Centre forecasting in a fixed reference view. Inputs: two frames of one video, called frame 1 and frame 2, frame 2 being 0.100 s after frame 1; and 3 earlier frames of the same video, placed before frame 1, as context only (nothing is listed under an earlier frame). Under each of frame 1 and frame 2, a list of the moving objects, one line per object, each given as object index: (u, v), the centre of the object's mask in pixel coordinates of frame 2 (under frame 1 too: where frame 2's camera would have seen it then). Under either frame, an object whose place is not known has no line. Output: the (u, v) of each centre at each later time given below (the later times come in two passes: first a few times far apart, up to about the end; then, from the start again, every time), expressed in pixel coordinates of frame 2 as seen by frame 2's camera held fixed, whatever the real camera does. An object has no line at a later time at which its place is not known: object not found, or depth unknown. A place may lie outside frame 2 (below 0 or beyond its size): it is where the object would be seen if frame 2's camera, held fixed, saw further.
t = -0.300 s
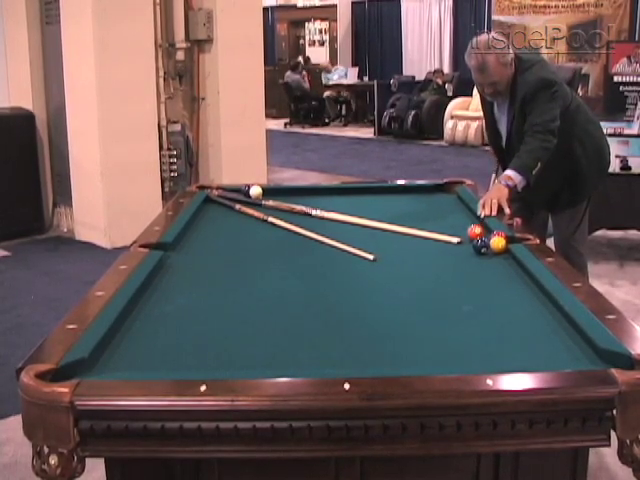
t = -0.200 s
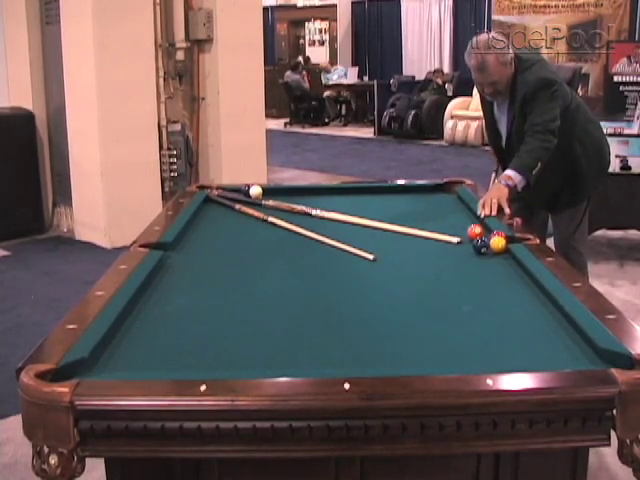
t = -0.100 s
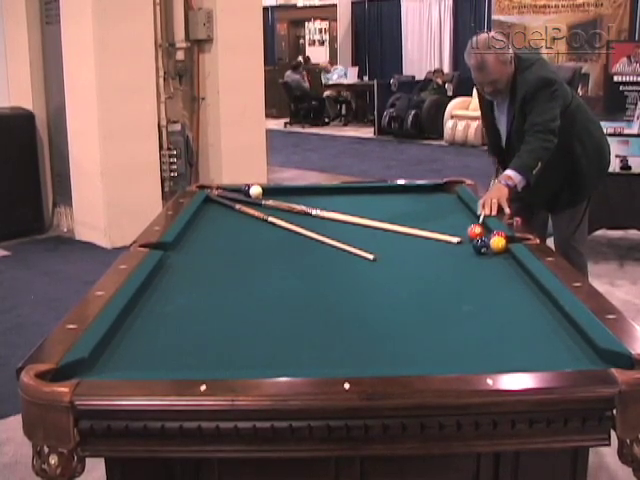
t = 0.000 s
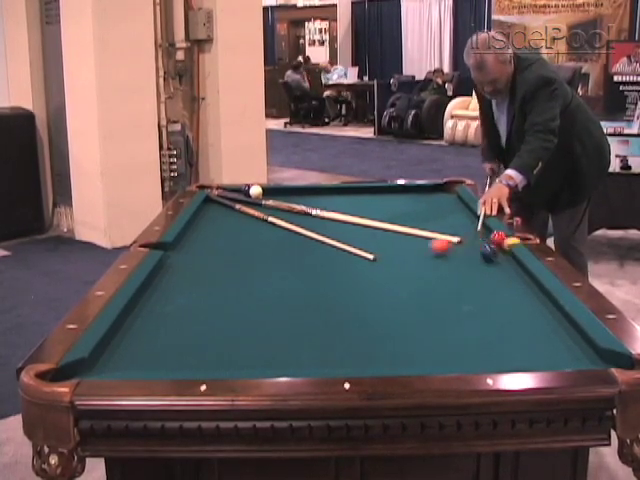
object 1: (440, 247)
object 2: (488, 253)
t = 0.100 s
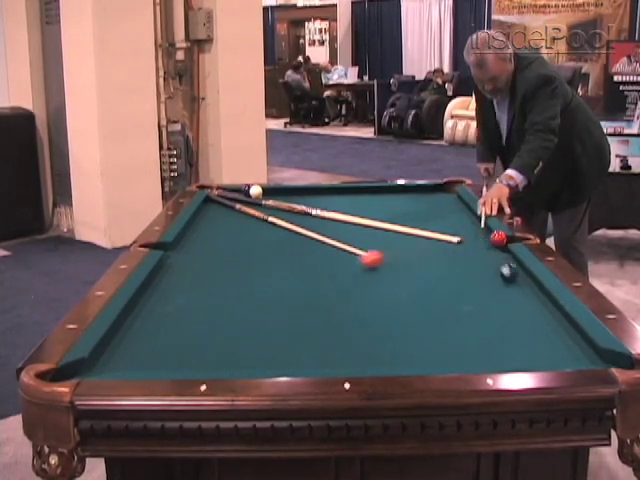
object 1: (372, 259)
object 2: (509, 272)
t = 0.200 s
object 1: (297, 274)
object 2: (530, 294)
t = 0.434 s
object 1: (139, 315)
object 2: (588, 351)
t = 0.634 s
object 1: (237, 360)
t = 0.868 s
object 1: (373, 329)
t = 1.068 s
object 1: (458, 305)
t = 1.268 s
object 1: (526, 285)
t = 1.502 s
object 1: (470, 267)
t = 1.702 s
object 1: (427, 254)
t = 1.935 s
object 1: (384, 240)
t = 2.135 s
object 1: (351, 231)
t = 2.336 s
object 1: (323, 223)
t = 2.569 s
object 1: (294, 212)
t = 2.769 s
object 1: (272, 205)
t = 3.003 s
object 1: (246, 199)
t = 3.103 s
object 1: (234, 196)
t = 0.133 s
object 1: (347, 264)
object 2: (516, 279)
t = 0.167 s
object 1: (322, 269)
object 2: (523, 287)
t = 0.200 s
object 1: (297, 274)
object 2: (530, 294)
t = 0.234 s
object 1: (272, 279)
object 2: (538, 302)
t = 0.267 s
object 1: (246, 284)
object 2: (545, 308)
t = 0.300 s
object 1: (221, 290)
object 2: (554, 317)
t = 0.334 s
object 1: (195, 296)
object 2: (562, 325)
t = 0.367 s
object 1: (167, 302)
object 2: (570, 333)
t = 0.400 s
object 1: (140, 308)
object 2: (579, 342)
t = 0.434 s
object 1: (139, 315)
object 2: (588, 351)
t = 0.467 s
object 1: (155, 322)
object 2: (596, 356)
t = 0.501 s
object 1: (172, 329)
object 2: (609, 362)
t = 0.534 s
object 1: (188, 337)
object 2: (623, 365)
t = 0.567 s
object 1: (204, 345)
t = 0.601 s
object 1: (220, 353)
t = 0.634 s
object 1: (237, 360)
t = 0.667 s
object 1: (256, 364)
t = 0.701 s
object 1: (279, 359)
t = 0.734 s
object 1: (300, 353)
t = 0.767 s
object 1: (320, 347)
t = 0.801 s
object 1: (339, 340)
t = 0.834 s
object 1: (356, 334)
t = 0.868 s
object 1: (373, 329)
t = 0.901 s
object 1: (389, 324)
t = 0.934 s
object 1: (404, 320)
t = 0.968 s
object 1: (418, 315)
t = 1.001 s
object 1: (432, 311)
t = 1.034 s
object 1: (445, 308)
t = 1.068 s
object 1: (458, 305)
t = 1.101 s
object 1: (470, 301)
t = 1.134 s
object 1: (482, 297)
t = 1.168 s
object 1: (494, 294)
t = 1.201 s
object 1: (505, 291)
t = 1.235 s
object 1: (516, 288)
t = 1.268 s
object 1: (526, 285)
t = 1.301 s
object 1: (527, 283)
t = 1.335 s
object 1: (516, 280)
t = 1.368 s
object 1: (505, 277)
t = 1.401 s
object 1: (495, 274)
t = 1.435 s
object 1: (486, 272)
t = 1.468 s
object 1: (478, 270)
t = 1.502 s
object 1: (470, 267)
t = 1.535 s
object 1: (462, 265)
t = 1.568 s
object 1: (454, 263)
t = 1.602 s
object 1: (447, 260)
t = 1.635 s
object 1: (440, 258)
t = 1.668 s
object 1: (433, 256)
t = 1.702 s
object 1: (427, 254)
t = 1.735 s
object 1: (420, 252)
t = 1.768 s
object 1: (414, 250)
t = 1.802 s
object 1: (407, 248)
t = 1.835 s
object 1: (401, 246)
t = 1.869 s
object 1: (395, 244)
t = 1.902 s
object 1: (389, 243)
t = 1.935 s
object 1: (384, 240)
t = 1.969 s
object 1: (378, 239)
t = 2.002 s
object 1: (373, 237)
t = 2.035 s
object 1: (367, 236)
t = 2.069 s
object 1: (362, 234)
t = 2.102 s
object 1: (357, 232)
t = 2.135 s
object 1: (351, 231)
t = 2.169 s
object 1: (346, 229)
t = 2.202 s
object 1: (342, 228)
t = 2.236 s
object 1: (336, 227)
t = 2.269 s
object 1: (332, 225)
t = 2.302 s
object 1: (328, 224)
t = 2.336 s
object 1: (323, 223)
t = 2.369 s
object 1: (318, 220)
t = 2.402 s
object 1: (314, 220)
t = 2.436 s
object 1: (310, 218)
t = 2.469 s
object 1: (306, 217)
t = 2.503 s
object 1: (301, 215)
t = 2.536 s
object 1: (297, 214)
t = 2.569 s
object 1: (294, 212)
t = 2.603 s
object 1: (290, 212)
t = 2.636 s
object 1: (286, 211)
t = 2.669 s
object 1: (283, 210)
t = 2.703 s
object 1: (279, 208)
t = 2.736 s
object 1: (275, 207)
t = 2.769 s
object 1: (272, 205)
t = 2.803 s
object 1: (268, 204)
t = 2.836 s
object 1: (264, 203)
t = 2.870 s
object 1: (262, 202)
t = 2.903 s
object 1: (259, 201)
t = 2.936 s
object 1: (255, 200)
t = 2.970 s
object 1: (250, 199)
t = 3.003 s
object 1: (246, 199)
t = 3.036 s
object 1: (242, 198)
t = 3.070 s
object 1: (237, 197)
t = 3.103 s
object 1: (234, 196)
